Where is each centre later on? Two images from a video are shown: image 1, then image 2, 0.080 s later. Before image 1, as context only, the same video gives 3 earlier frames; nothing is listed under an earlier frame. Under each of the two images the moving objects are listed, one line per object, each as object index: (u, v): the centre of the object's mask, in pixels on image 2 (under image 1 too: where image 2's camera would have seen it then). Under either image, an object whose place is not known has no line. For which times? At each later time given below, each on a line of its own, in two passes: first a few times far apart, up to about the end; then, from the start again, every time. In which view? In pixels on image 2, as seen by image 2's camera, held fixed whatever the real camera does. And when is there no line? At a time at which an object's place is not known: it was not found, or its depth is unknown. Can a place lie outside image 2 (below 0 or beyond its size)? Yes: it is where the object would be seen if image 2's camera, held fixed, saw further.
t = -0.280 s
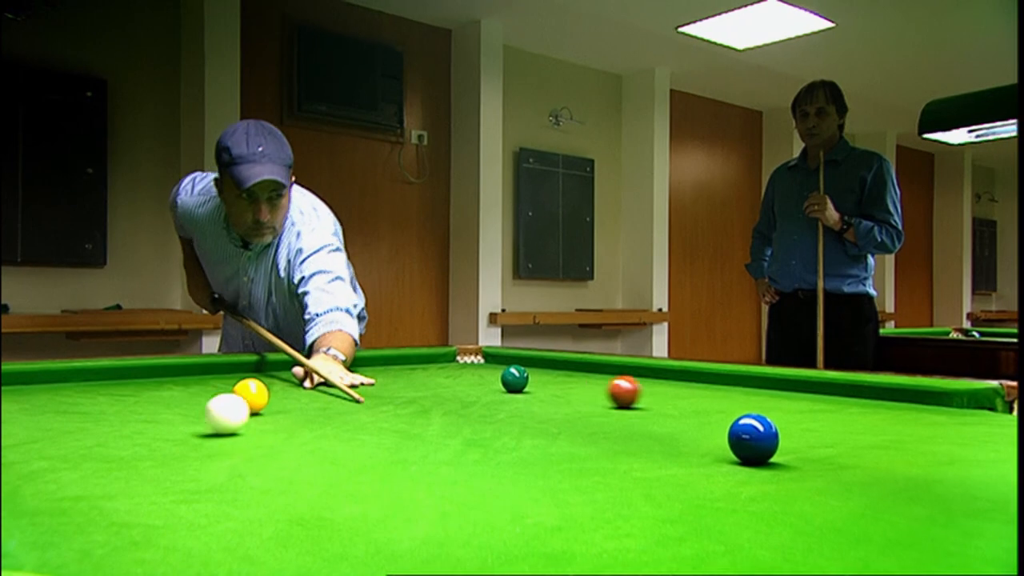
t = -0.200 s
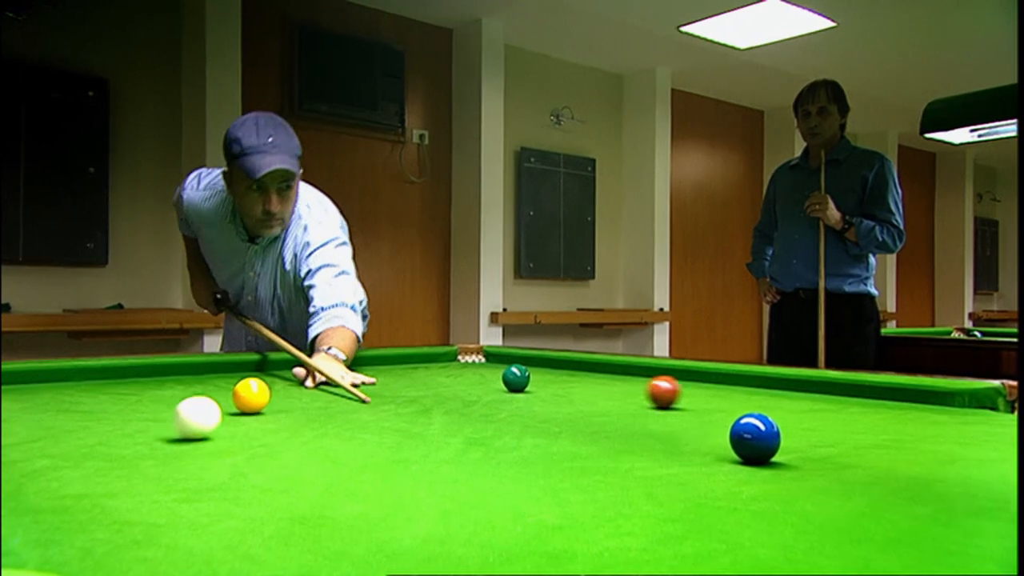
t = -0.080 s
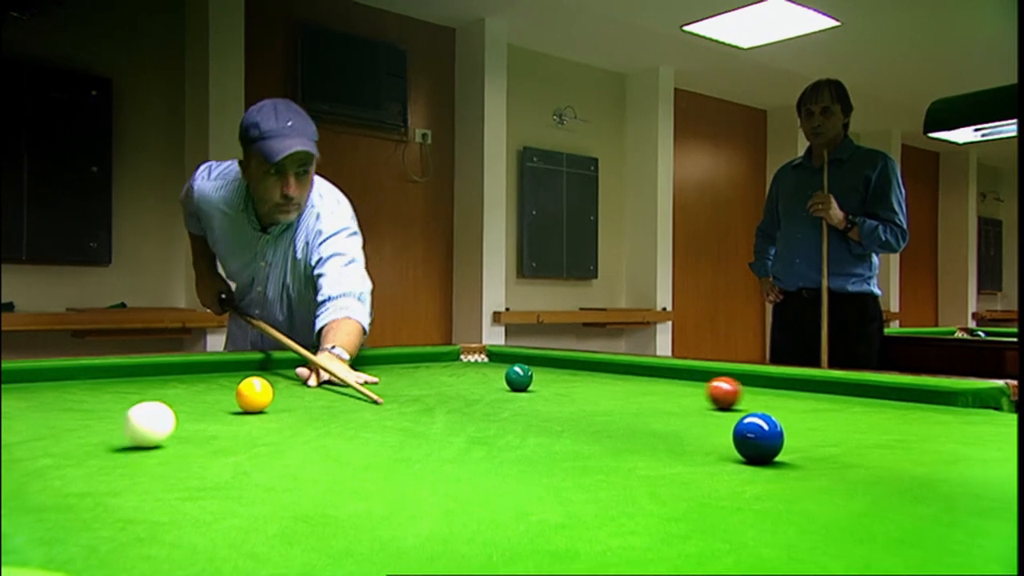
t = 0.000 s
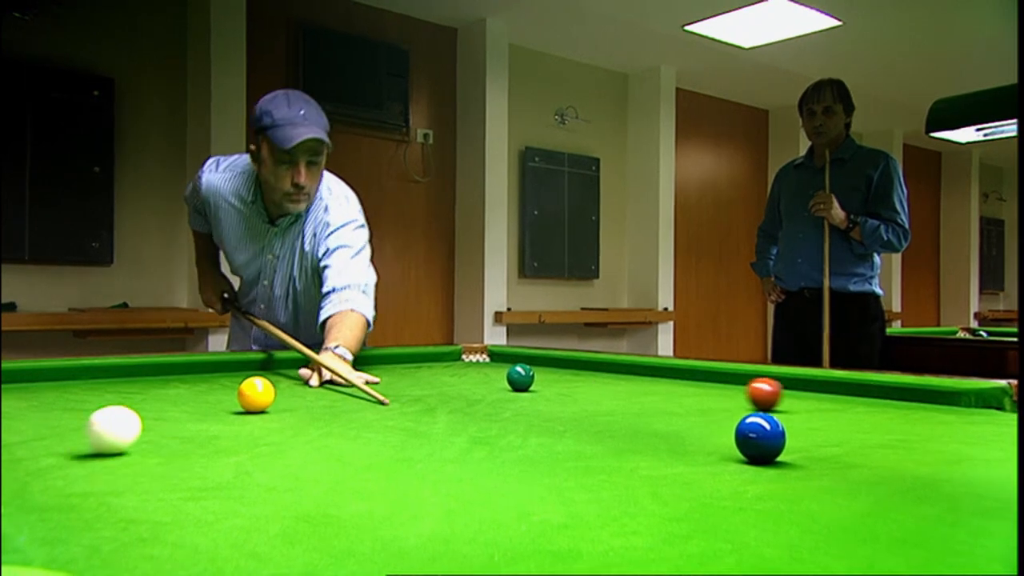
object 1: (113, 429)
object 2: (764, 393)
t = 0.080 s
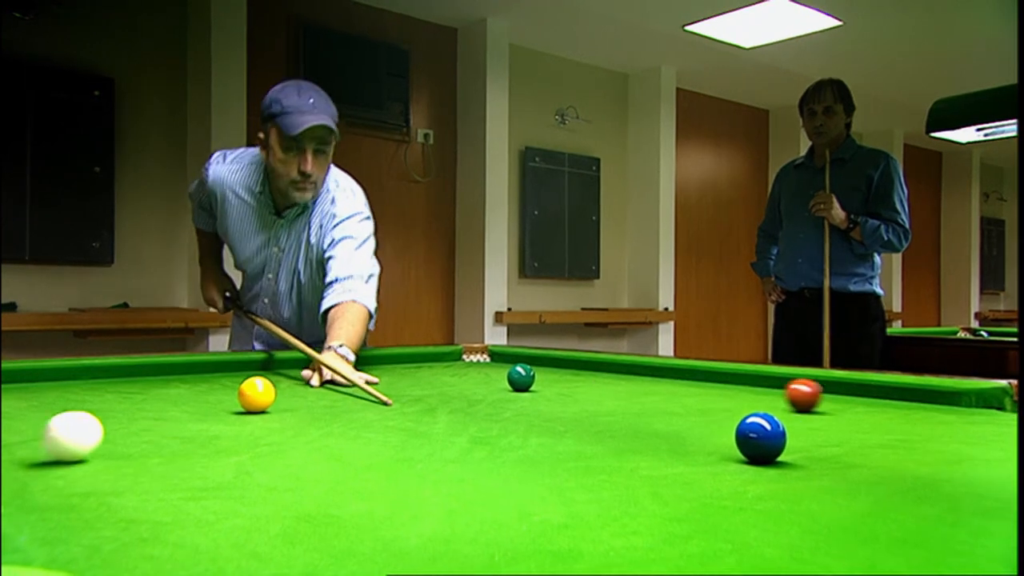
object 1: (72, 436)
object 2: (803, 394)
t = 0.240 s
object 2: (881, 397)
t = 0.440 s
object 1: (38, 445)
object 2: (980, 400)
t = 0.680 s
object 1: (122, 437)
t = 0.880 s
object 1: (178, 432)
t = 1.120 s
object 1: (233, 427)
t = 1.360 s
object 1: (277, 422)
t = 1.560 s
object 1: (307, 420)
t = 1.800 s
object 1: (335, 417)
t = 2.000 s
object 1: (353, 415)
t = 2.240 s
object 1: (370, 414)
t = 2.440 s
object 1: (379, 413)
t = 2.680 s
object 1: (384, 412)
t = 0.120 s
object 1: (49, 439)
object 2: (823, 395)
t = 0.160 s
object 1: (28, 443)
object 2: (842, 395)
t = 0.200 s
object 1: (16, 445)
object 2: (862, 396)
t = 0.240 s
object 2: (881, 397)
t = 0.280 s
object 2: (901, 398)
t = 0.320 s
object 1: (10, 447)
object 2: (921, 398)
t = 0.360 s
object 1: (17, 447)
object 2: (941, 399)
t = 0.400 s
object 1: (25, 447)
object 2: (961, 400)
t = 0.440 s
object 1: (38, 445)
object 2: (980, 400)
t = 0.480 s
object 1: (53, 443)
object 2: (998, 401)
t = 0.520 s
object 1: (68, 442)
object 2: (1009, 401)
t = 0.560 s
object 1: (82, 441)
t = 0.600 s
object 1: (96, 439)
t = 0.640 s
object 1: (109, 438)
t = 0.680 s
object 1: (122, 437)
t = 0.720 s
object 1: (134, 436)
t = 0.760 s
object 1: (146, 435)
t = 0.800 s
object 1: (157, 434)
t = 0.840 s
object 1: (168, 433)
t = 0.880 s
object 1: (178, 432)
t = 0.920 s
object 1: (188, 431)
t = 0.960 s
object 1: (198, 430)
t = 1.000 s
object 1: (207, 429)
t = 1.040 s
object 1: (216, 428)
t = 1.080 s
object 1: (225, 428)
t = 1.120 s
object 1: (233, 427)
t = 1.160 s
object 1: (241, 426)
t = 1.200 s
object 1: (248, 425)
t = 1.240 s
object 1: (256, 424)
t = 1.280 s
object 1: (263, 424)
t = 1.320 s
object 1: (270, 423)
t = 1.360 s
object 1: (277, 422)
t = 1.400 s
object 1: (283, 422)
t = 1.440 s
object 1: (289, 421)
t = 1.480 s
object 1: (295, 421)
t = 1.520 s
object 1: (301, 420)
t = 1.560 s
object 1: (307, 420)
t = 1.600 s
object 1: (312, 419)
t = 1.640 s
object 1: (317, 419)
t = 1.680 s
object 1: (322, 418)
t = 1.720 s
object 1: (326, 418)
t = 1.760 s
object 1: (331, 418)
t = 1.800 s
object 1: (335, 417)
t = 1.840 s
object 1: (339, 417)
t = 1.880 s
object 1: (343, 416)
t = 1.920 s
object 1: (347, 416)
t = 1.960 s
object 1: (350, 416)
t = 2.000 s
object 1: (353, 415)
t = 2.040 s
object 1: (356, 415)
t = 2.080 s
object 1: (360, 415)
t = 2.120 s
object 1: (362, 415)
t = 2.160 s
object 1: (365, 414)
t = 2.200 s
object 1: (367, 414)
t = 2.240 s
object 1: (370, 414)
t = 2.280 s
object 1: (372, 414)
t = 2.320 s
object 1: (374, 413)
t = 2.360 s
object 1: (376, 413)
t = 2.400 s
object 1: (377, 413)
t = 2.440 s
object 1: (379, 413)
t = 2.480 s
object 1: (380, 413)
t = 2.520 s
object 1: (381, 413)
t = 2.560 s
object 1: (382, 412)
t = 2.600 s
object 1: (383, 412)
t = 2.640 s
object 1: (384, 412)
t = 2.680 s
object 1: (384, 412)
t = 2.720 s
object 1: (385, 412)
